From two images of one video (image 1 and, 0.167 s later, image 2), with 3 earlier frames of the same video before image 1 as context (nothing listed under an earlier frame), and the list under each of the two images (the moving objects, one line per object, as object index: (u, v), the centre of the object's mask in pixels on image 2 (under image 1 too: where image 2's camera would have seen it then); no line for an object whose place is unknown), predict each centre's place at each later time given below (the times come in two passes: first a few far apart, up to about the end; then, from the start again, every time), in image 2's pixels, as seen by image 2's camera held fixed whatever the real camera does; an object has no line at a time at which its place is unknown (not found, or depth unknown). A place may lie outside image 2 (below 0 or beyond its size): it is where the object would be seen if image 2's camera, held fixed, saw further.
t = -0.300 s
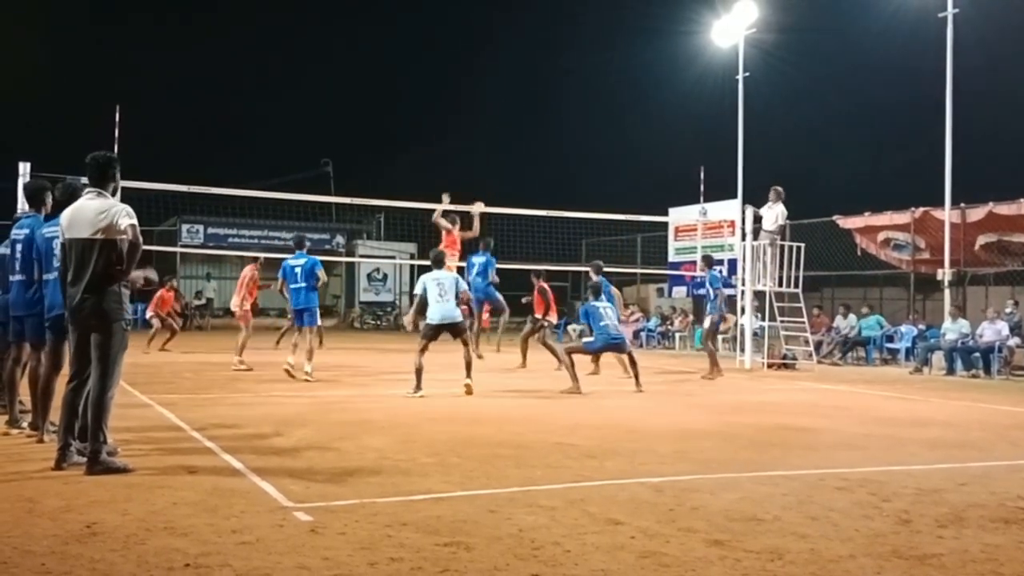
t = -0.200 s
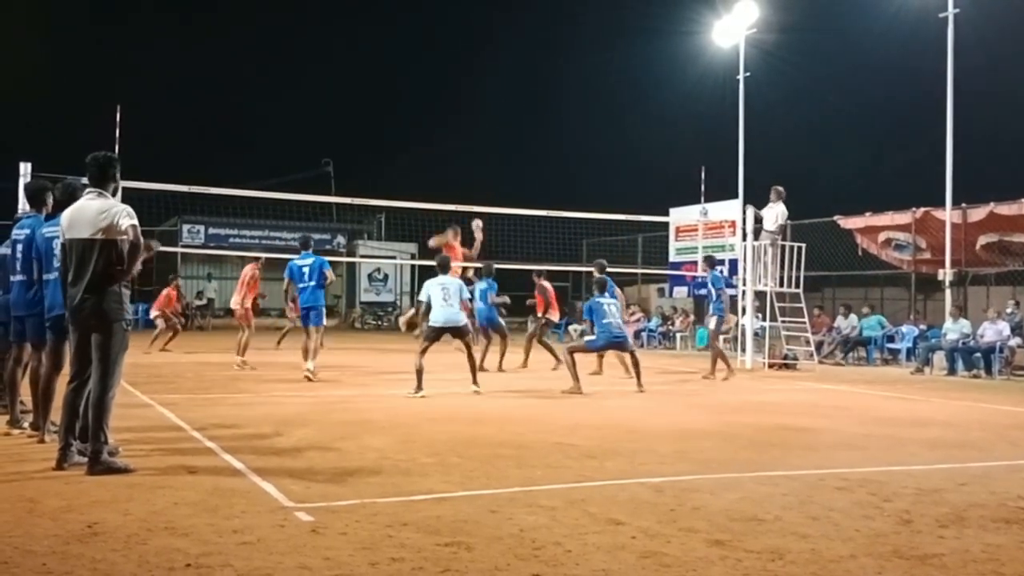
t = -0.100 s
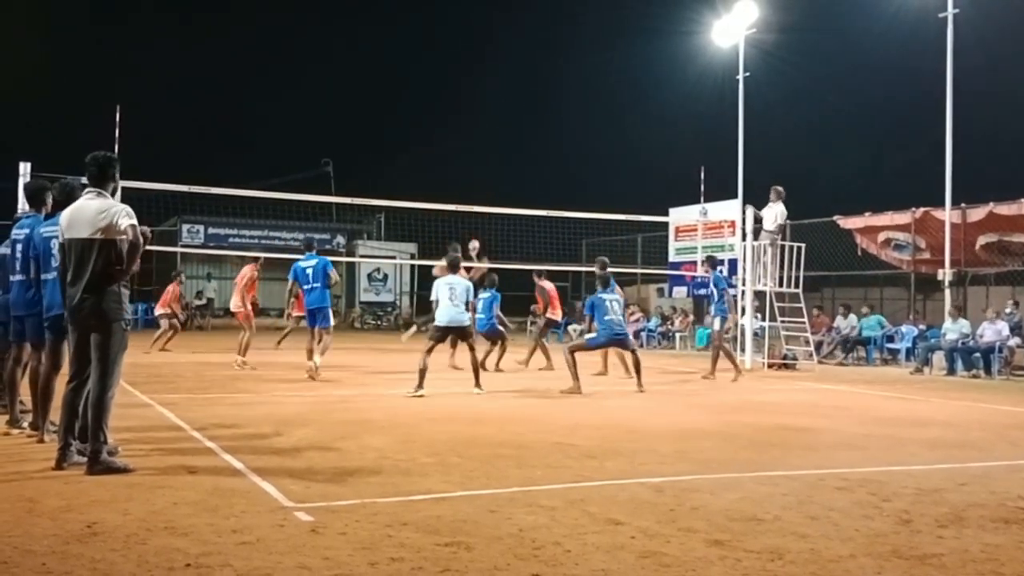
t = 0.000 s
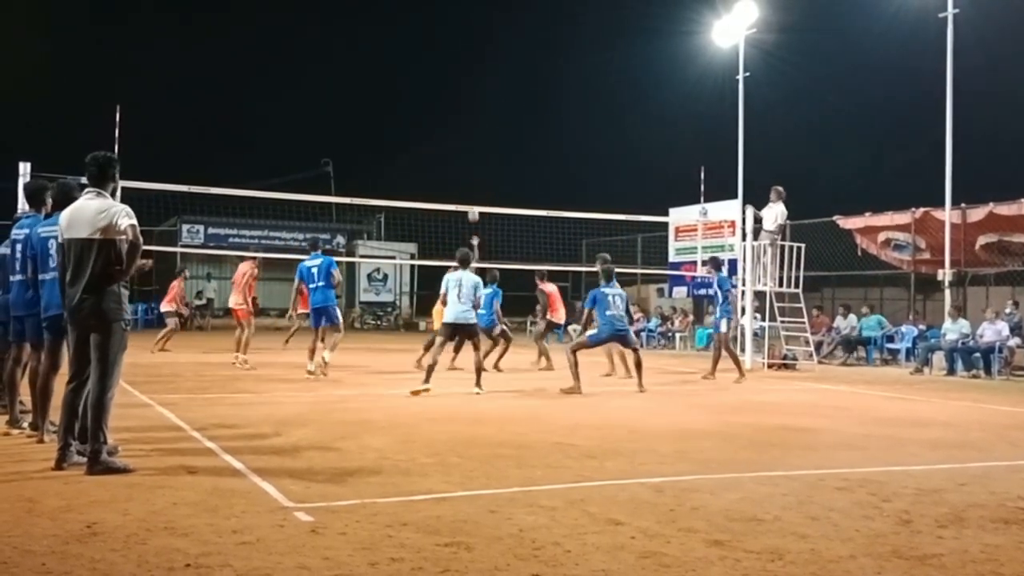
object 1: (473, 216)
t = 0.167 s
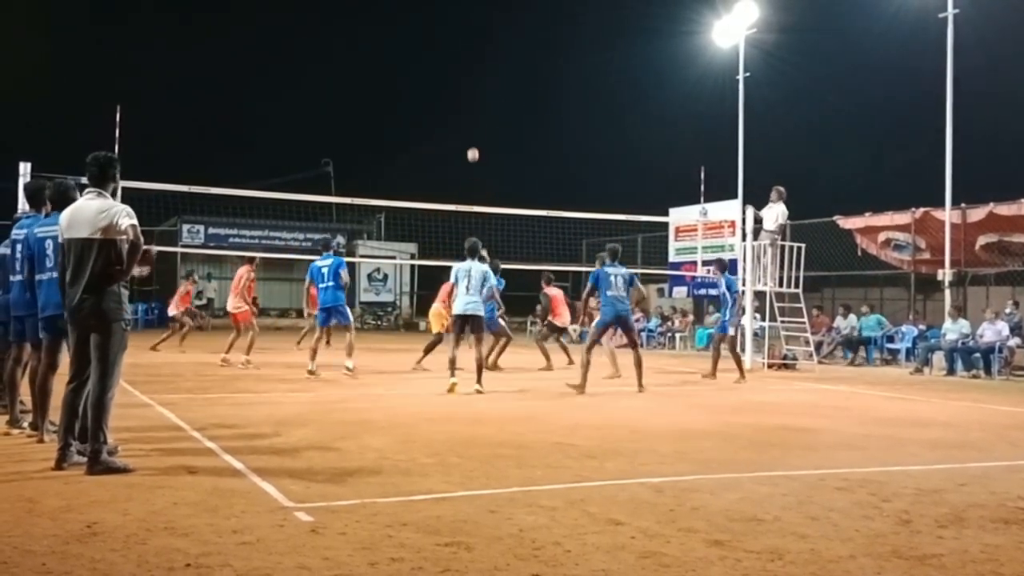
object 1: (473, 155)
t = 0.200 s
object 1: (472, 144)
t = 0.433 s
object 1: (471, 84)
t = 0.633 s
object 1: (469, 53)
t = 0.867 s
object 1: (467, 43)
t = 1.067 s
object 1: (464, 59)
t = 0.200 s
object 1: (472, 144)
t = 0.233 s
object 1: (472, 134)
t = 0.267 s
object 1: (473, 125)
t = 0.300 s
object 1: (472, 116)
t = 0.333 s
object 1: (472, 107)
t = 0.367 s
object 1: (472, 99)
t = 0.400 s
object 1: (472, 92)
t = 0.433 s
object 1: (471, 84)
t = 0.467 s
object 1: (471, 78)
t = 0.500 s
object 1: (471, 72)
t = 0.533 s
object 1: (470, 66)
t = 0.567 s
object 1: (470, 62)
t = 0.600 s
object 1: (470, 57)
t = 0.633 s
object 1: (469, 53)
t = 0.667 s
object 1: (469, 50)
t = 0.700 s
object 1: (469, 47)
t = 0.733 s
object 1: (468, 45)
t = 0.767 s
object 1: (468, 44)
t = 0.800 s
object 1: (468, 43)
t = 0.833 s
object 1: (467, 42)
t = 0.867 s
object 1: (467, 43)
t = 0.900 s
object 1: (466, 44)
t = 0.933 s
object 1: (466, 45)
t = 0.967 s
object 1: (465, 48)
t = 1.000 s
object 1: (464, 51)
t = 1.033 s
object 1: (464, 54)
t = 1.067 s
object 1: (464, 59)
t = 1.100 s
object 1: (463, 64)
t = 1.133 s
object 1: (462, 70)
